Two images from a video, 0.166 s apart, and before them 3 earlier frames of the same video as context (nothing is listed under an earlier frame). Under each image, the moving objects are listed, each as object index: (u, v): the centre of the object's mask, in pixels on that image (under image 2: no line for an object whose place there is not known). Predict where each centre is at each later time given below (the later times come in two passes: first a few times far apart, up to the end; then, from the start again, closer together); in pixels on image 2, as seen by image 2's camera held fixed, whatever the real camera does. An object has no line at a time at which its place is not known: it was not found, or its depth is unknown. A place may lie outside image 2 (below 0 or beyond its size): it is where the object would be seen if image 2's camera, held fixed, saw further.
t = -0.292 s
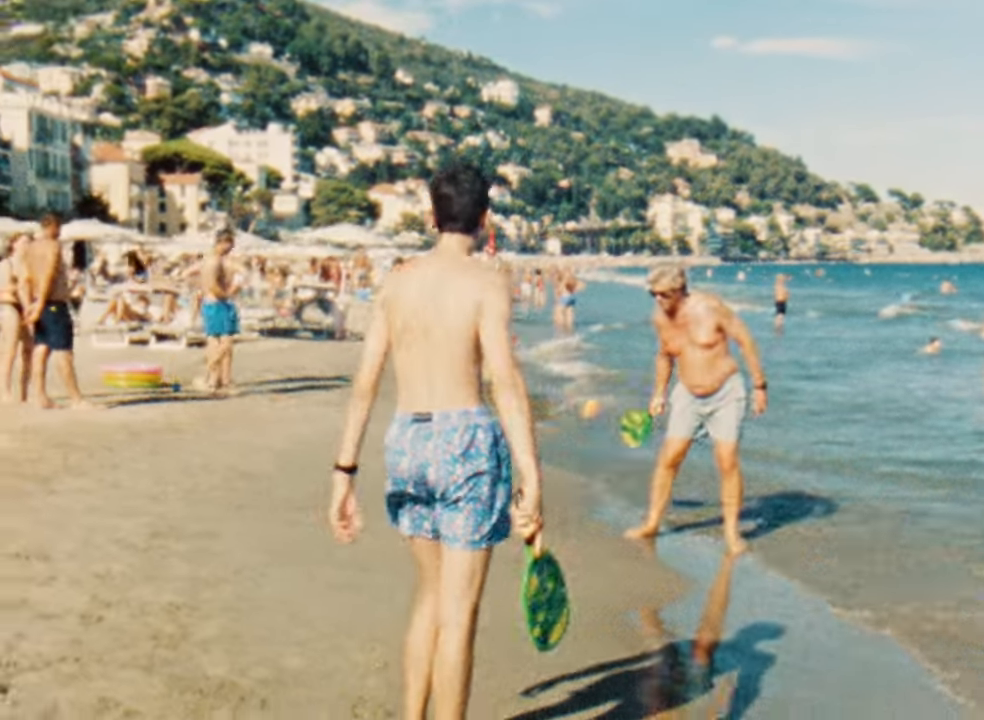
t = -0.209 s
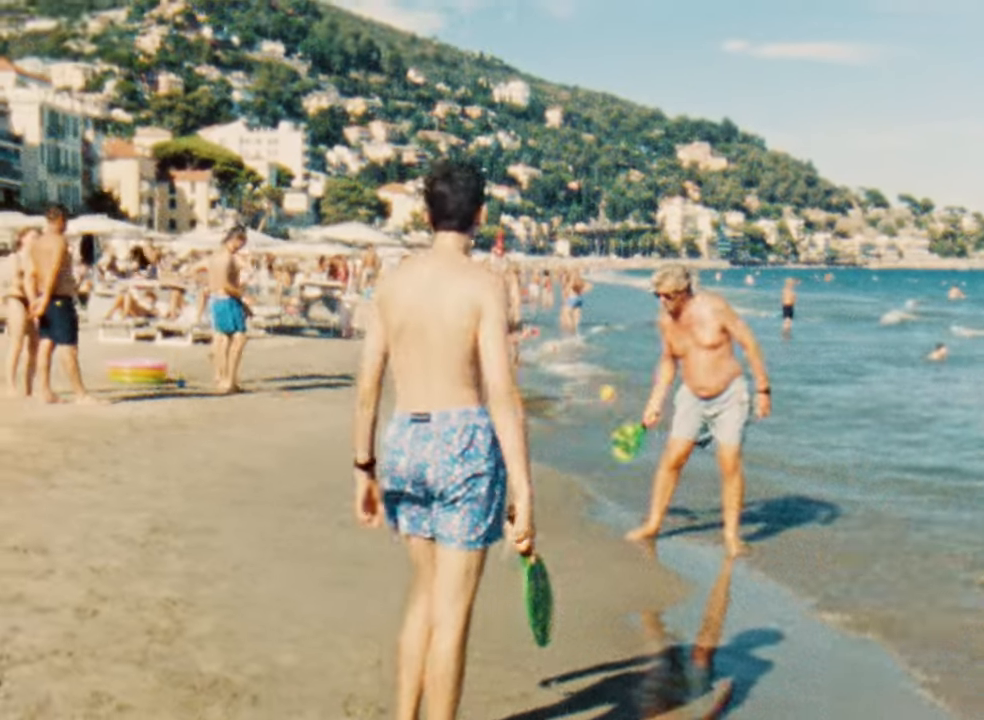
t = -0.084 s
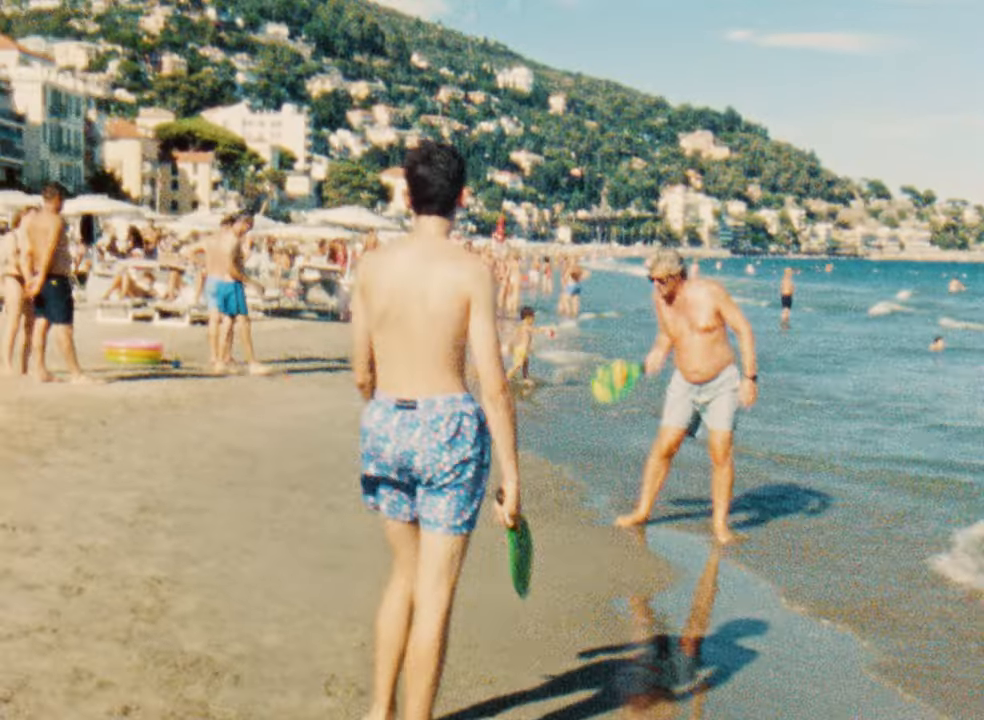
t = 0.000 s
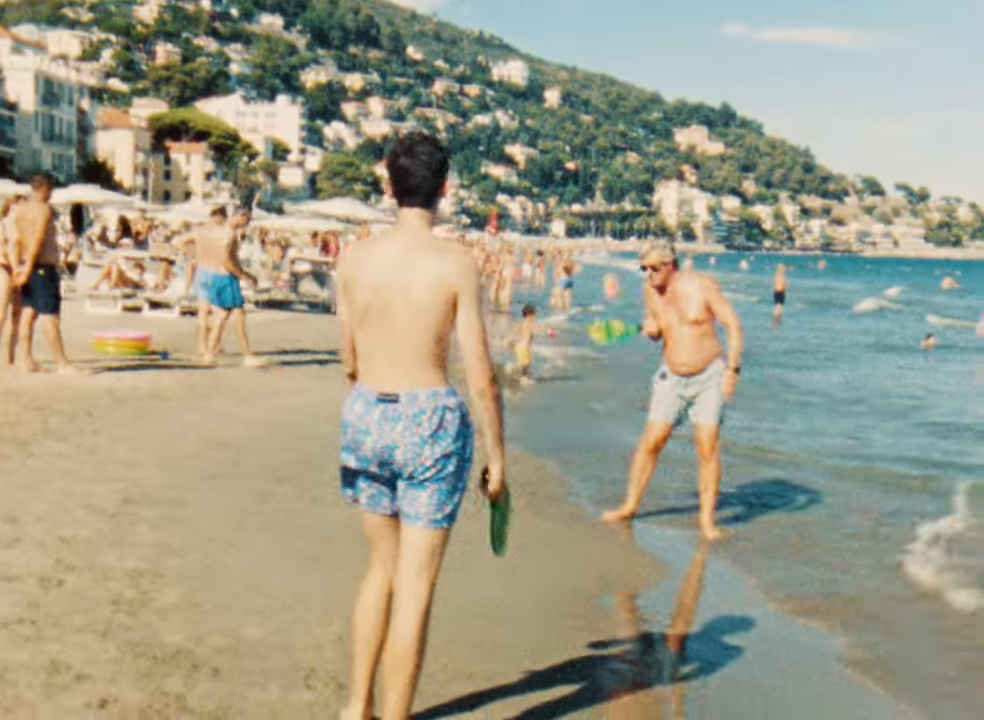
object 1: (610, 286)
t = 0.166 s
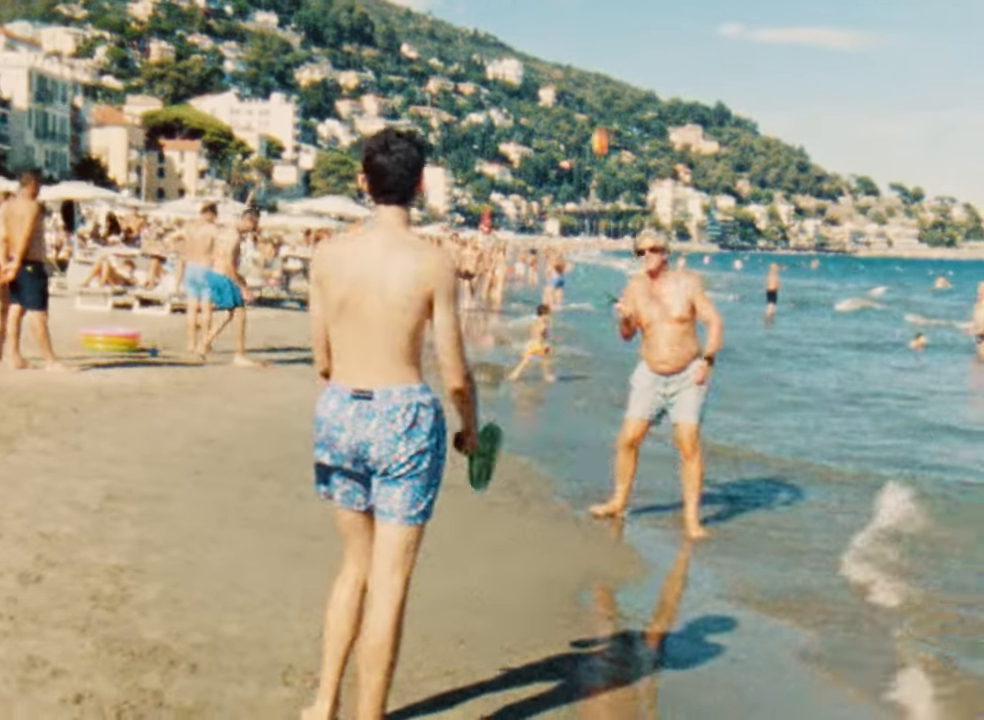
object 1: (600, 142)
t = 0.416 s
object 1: (581, 9)
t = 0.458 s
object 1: (576, 0)
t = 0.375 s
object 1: (586, 23)
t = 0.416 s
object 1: (581, 9)
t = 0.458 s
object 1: (576, 0)
